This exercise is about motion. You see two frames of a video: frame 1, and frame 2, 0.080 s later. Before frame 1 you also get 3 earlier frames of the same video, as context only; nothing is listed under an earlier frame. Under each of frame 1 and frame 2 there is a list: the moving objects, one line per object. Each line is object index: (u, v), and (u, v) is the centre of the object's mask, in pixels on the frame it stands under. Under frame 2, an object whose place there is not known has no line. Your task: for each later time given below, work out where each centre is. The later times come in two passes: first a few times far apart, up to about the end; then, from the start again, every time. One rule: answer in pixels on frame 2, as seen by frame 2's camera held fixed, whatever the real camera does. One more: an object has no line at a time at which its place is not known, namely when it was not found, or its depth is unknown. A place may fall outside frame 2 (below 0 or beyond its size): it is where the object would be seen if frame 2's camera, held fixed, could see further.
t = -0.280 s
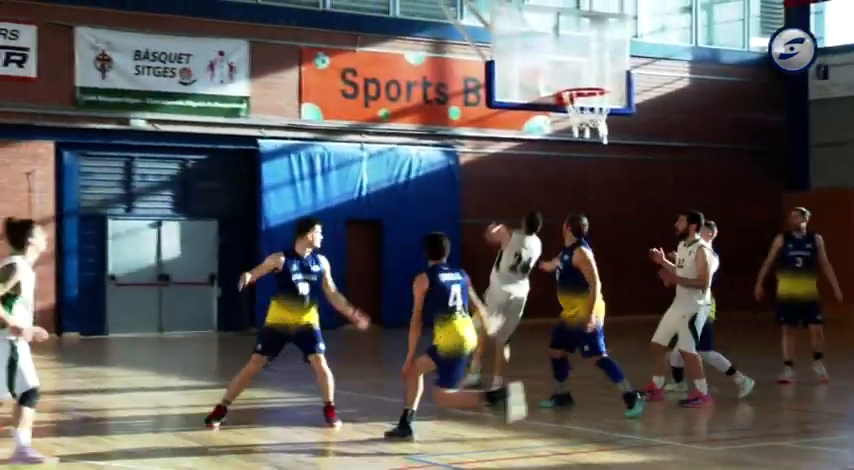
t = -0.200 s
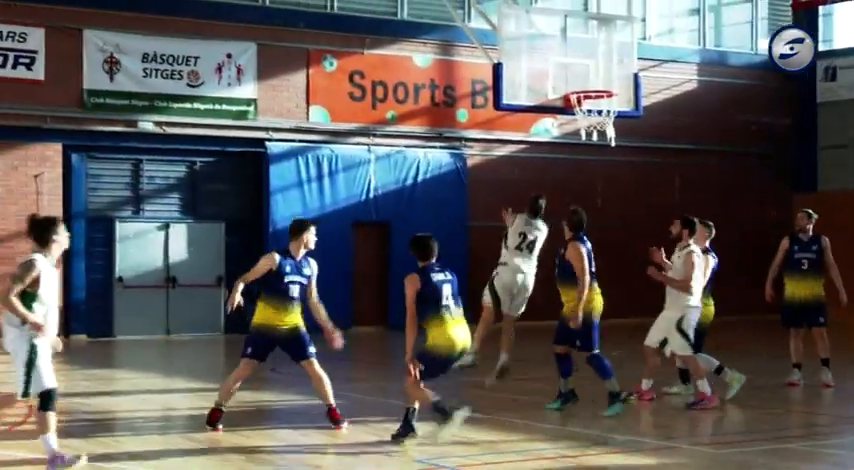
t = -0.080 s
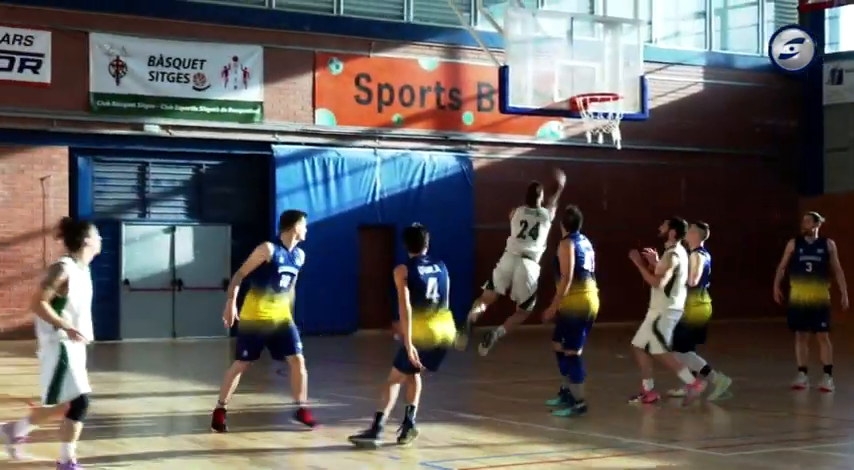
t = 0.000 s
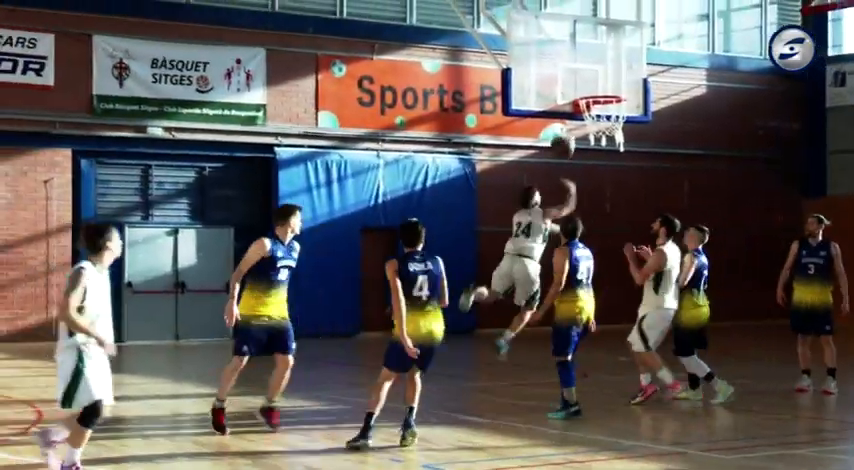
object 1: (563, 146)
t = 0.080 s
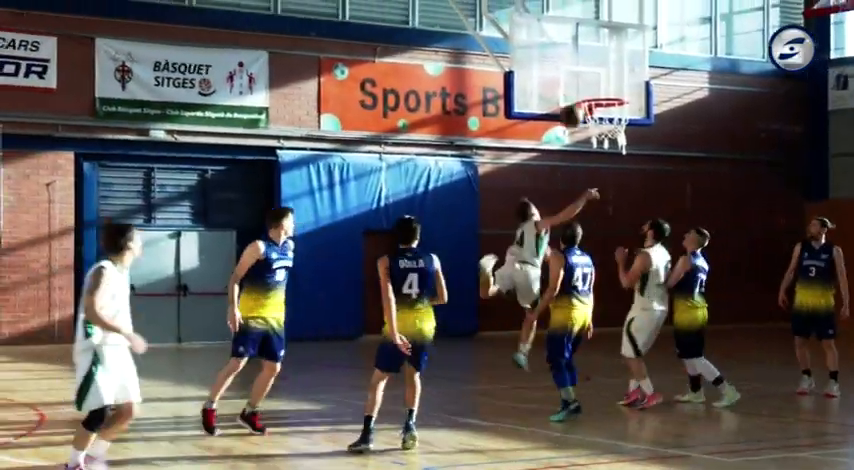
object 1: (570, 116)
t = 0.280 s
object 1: (586, 63)
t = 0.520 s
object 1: (605, 48)
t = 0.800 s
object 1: (631, 77)
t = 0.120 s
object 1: (572, 102)
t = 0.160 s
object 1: (576, 90)
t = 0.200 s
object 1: (579, 80)
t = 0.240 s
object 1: (582, 71)
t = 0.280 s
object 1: (586, 63)
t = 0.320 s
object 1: (589, 57)
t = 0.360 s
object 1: (592, 53)
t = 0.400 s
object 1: (595, 50)
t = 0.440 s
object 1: (598, 49)
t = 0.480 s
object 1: (601, 49)
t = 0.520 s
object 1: (605, 48)
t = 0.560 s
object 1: (608, 48)
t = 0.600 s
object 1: (612, 49)
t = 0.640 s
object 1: (616, 52)
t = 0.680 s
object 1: (620, 56)
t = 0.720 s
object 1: (623, 62)
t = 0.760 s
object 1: (627, 69)
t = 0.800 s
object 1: (631, 77)
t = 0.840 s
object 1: (635, 87)
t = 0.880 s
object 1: (639, 99)
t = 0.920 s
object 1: (643, 111)
